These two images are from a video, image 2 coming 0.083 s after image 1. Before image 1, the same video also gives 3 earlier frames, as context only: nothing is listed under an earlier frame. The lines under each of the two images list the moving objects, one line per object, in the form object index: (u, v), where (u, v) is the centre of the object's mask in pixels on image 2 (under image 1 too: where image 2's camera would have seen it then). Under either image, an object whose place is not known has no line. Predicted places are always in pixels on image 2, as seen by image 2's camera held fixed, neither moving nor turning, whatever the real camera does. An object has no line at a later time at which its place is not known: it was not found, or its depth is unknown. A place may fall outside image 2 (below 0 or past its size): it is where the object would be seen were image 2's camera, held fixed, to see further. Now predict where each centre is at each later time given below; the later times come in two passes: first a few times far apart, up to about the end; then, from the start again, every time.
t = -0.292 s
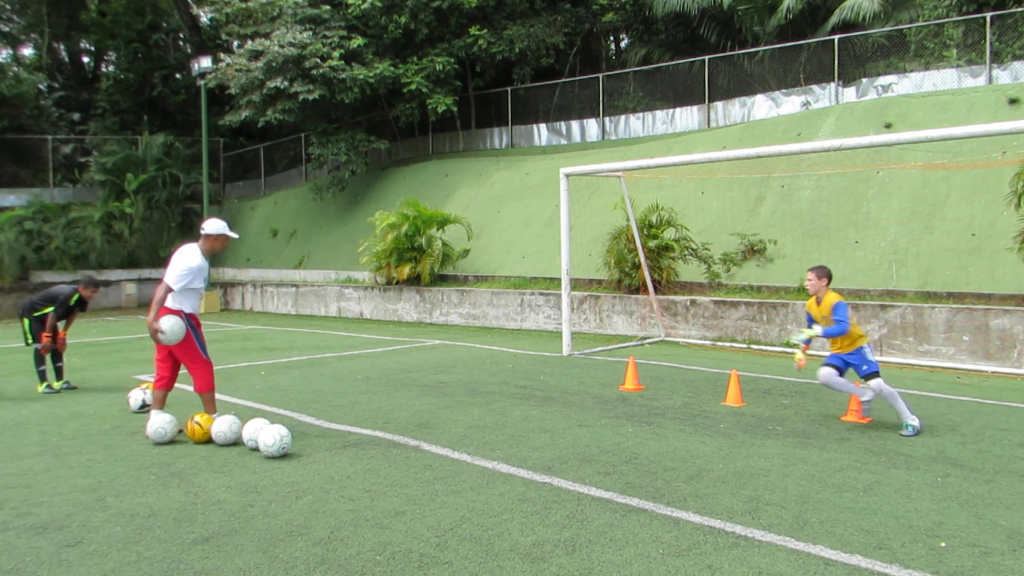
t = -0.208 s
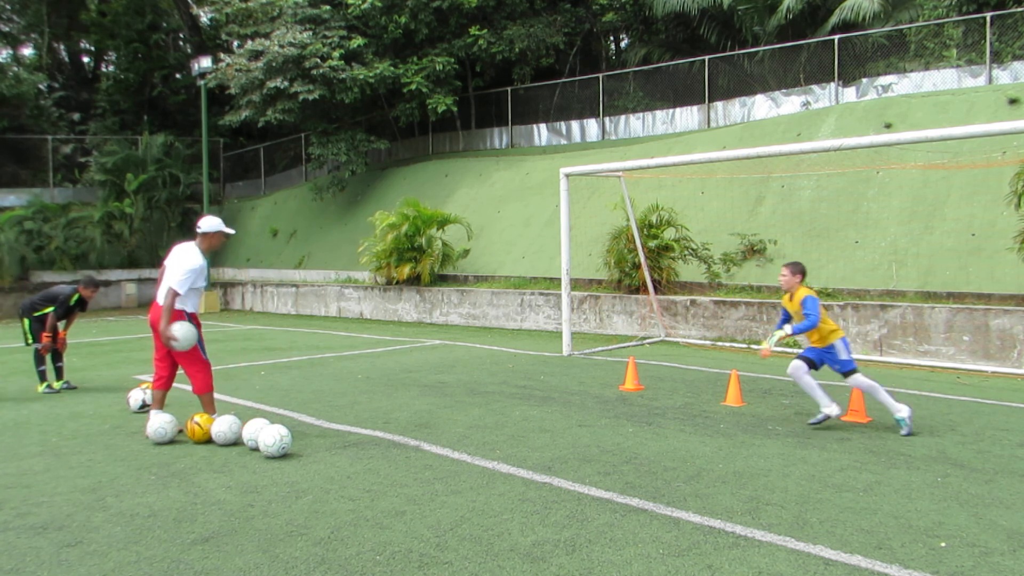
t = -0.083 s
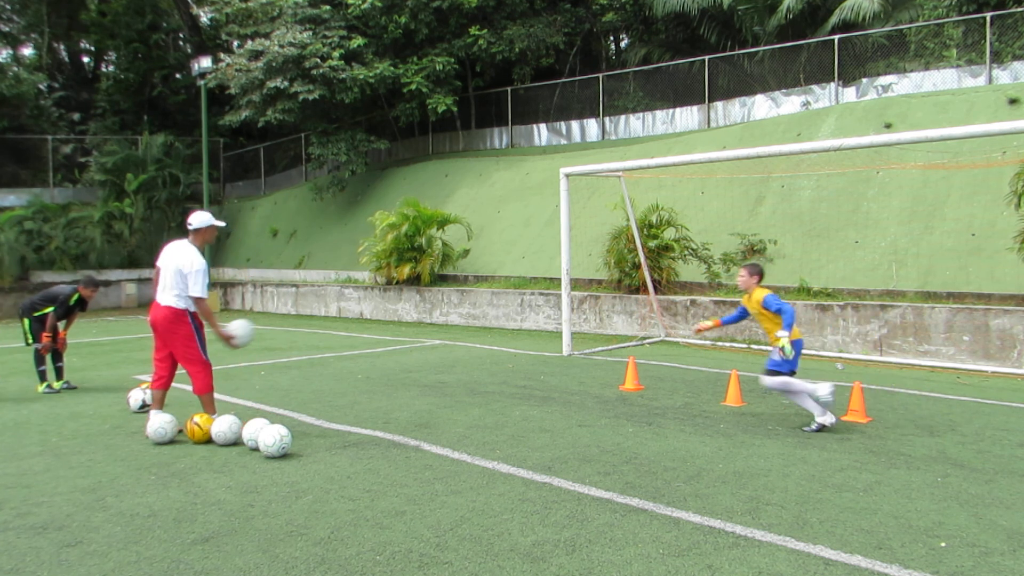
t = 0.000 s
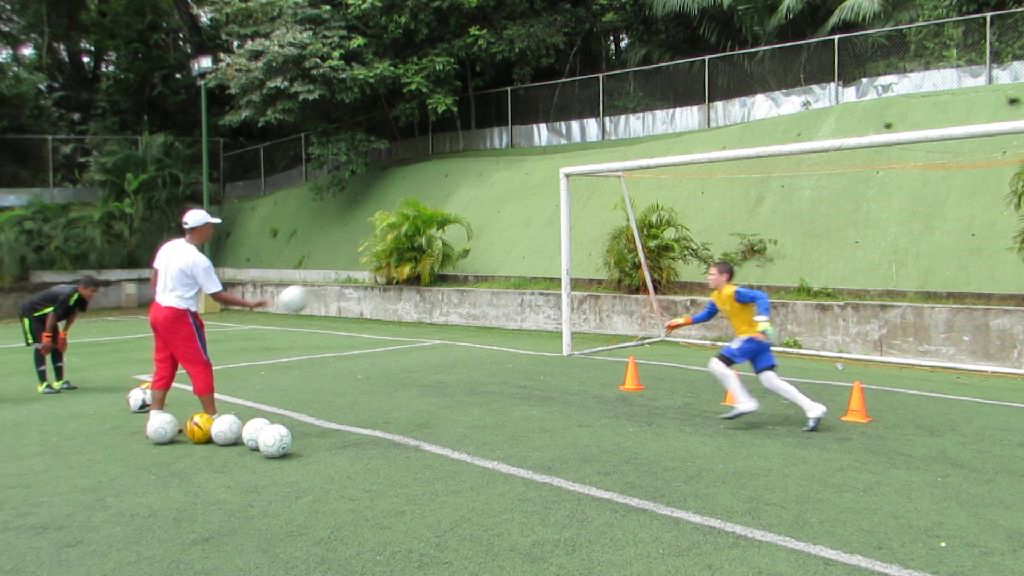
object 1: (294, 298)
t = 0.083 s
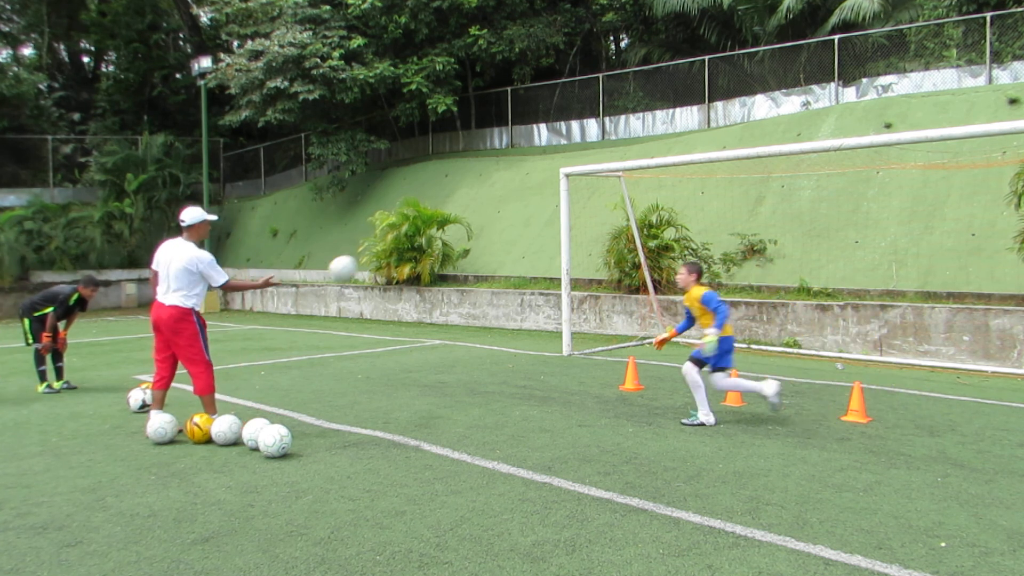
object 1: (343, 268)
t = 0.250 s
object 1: (430, 236)
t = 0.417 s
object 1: (505, 235)
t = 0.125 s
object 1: (366, 257)
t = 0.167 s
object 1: (389, 248)
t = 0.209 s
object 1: (410, 242)
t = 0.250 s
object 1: (430, 236)
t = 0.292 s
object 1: (450, 233)
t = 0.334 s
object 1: (469, 232)
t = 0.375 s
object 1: (487, 232)
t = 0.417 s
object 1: (505, 235)
